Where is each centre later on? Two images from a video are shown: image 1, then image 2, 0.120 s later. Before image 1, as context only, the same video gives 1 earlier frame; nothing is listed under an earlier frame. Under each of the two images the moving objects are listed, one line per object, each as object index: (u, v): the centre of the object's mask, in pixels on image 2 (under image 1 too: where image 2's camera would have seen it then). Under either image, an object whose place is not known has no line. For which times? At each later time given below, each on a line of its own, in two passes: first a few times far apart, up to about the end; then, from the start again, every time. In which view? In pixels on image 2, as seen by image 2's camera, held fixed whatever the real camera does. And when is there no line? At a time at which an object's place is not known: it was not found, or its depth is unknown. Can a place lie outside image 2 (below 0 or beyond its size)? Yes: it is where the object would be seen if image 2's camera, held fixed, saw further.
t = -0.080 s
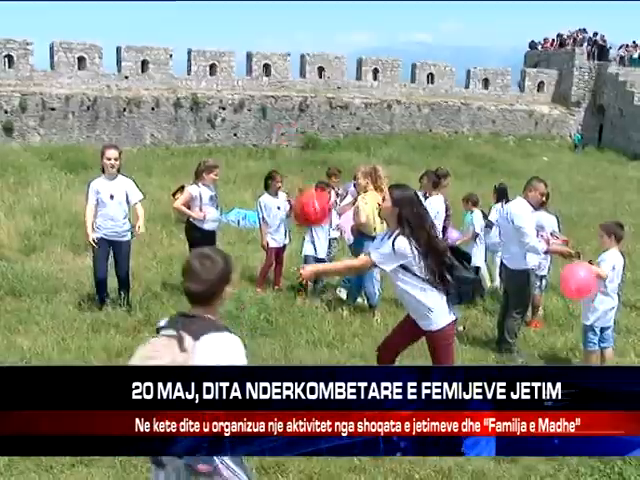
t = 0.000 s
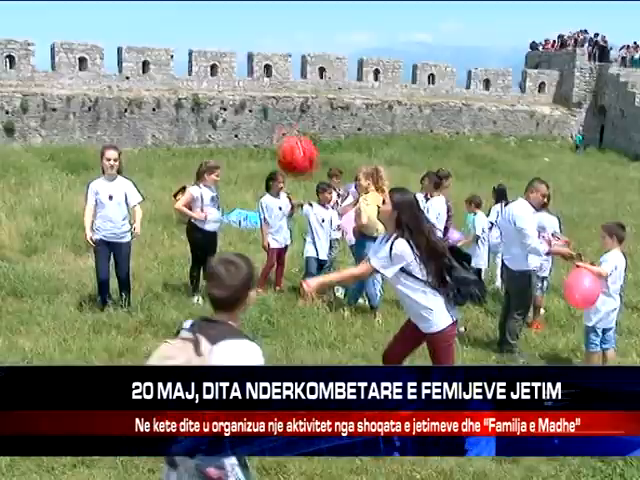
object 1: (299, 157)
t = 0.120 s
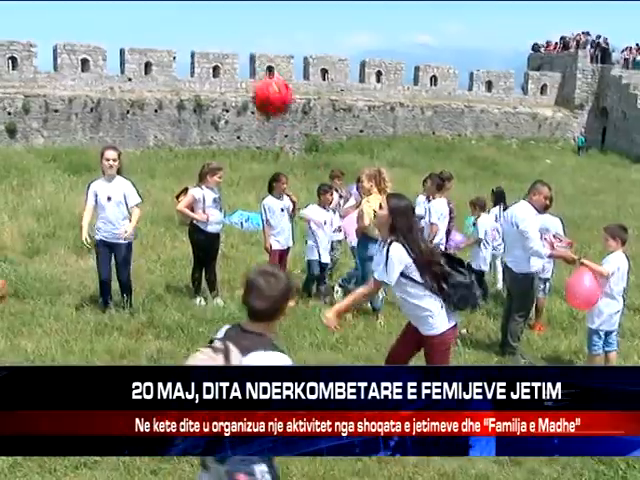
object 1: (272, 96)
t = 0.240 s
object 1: (244, 59)
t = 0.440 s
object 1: (197, 54)
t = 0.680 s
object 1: (145, 140)
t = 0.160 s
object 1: (263, 81)
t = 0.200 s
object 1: (254, 69)
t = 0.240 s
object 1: (244, 59)
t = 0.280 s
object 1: (235, 53)
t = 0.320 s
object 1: (226, 49)
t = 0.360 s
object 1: (216, 47)
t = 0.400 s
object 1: (207, 49)
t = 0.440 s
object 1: (197, 54)
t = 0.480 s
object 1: (188, 61)
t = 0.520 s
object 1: (180, 71)
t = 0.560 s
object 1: (171, 84)
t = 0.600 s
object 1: (161, 101)
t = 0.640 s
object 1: (153, 120)
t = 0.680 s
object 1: (145, 140)
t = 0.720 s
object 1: (136, 164)
